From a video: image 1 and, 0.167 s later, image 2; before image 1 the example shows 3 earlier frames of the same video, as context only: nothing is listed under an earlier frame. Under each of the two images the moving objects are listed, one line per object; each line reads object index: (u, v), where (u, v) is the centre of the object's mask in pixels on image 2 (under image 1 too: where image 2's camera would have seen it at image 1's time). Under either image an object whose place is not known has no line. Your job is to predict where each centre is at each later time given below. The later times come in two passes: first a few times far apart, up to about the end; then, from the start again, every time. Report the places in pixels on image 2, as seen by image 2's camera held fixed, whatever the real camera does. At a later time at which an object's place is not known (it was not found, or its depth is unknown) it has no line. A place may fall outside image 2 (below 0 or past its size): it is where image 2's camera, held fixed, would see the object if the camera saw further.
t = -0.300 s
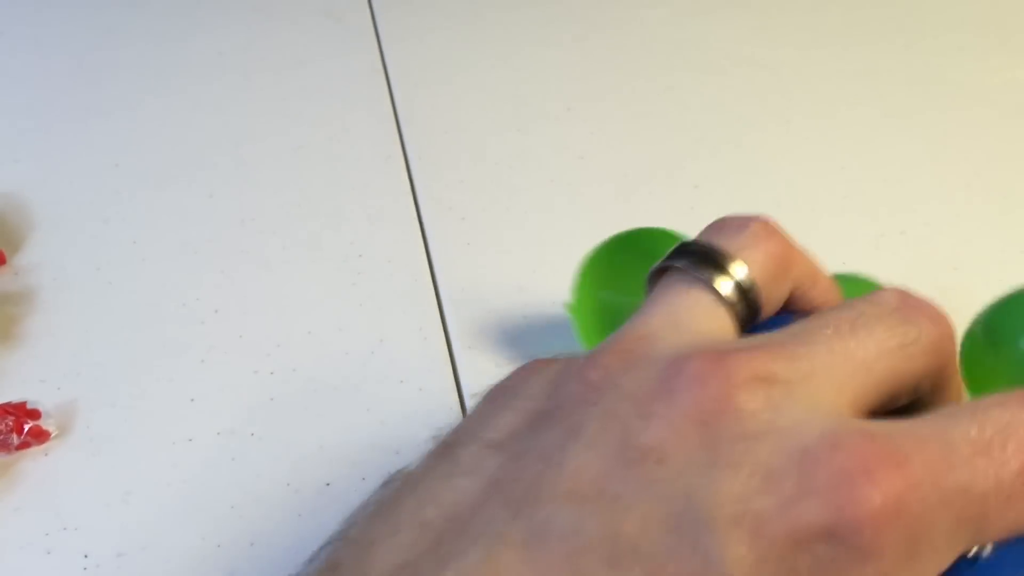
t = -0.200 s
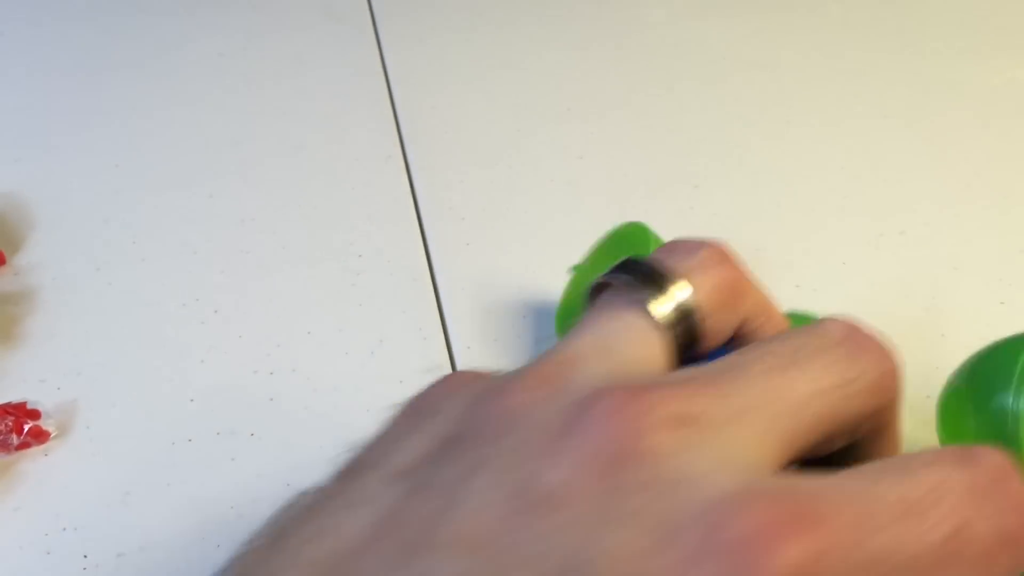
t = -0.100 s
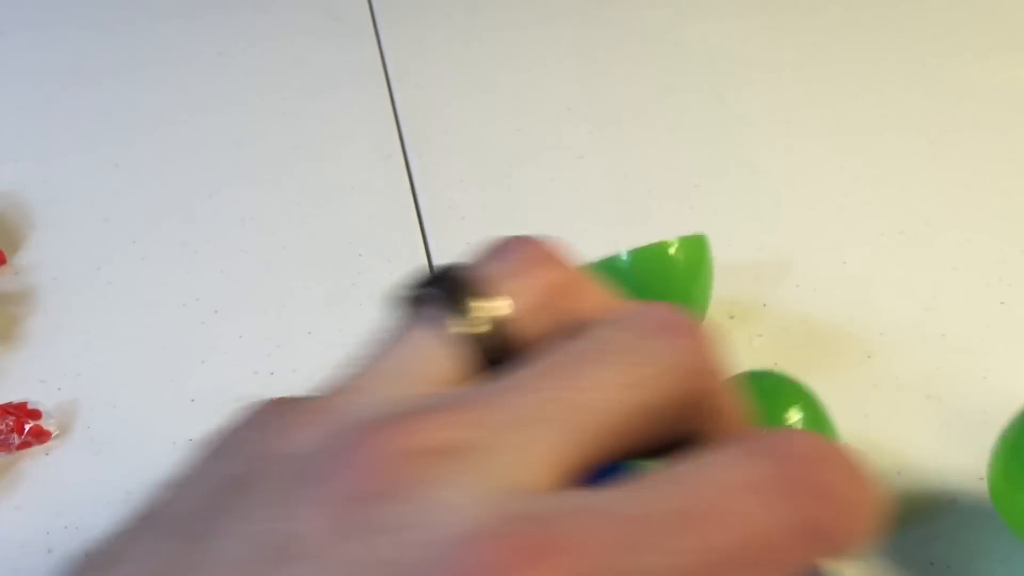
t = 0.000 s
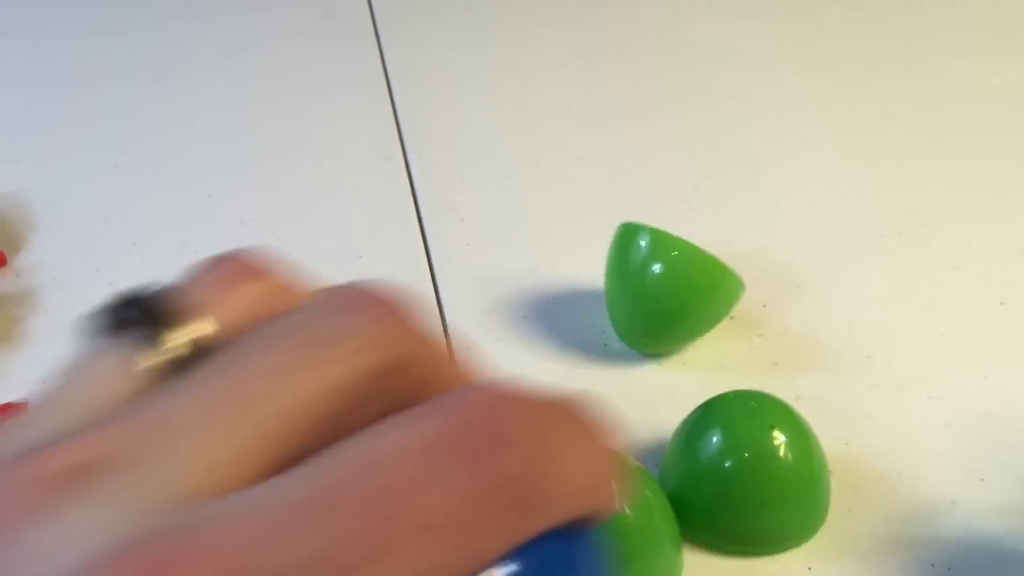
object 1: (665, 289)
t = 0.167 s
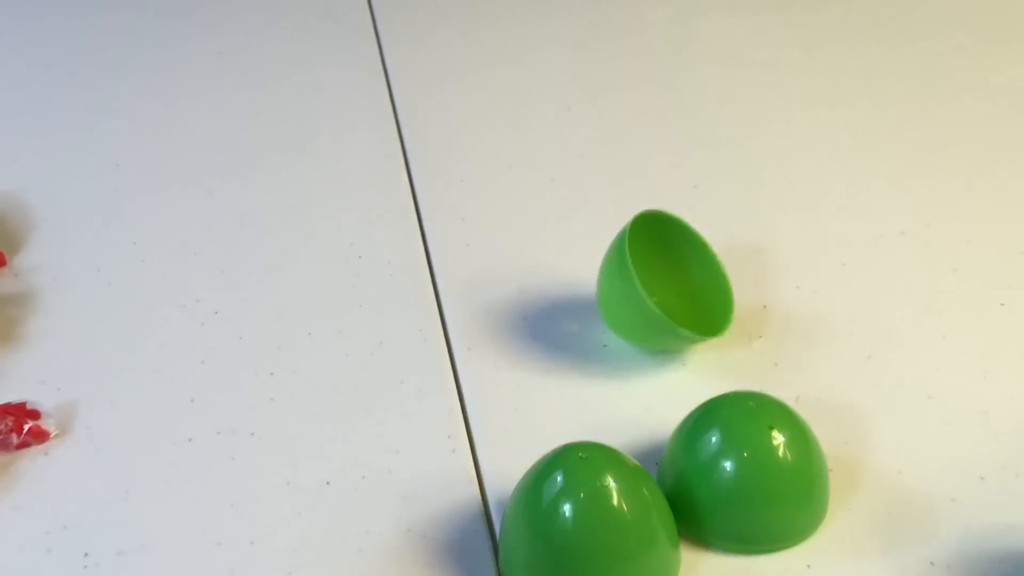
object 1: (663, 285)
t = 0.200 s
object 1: (667, 286)
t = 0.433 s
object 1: (732, 268)
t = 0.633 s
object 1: (794, 258)
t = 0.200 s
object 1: (667, 286)
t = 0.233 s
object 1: (674, 286)
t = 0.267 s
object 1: (683, 284)
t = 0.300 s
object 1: (691, 282)
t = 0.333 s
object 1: (700, 280)
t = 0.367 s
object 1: (709, 275)
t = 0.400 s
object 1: (720, 271)
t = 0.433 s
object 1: (732, 268)
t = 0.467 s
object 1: (744, 265)
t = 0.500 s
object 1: (757, 266)
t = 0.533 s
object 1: (768, 264)
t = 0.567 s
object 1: (777, 261)
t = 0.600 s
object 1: (785, 259)
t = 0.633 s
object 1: (794, 258)
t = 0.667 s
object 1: (801, 259)
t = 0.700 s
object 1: (808, 260)
